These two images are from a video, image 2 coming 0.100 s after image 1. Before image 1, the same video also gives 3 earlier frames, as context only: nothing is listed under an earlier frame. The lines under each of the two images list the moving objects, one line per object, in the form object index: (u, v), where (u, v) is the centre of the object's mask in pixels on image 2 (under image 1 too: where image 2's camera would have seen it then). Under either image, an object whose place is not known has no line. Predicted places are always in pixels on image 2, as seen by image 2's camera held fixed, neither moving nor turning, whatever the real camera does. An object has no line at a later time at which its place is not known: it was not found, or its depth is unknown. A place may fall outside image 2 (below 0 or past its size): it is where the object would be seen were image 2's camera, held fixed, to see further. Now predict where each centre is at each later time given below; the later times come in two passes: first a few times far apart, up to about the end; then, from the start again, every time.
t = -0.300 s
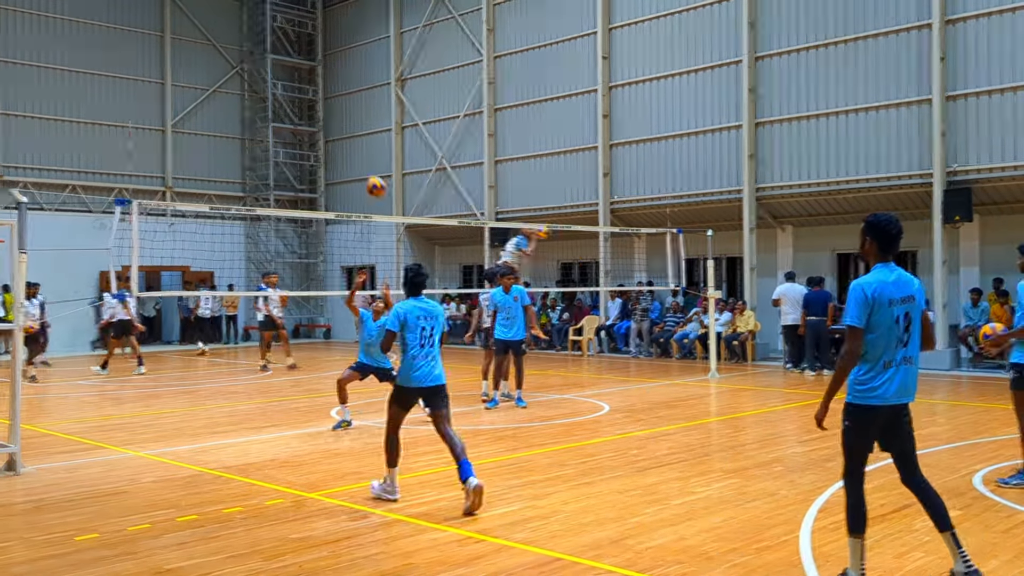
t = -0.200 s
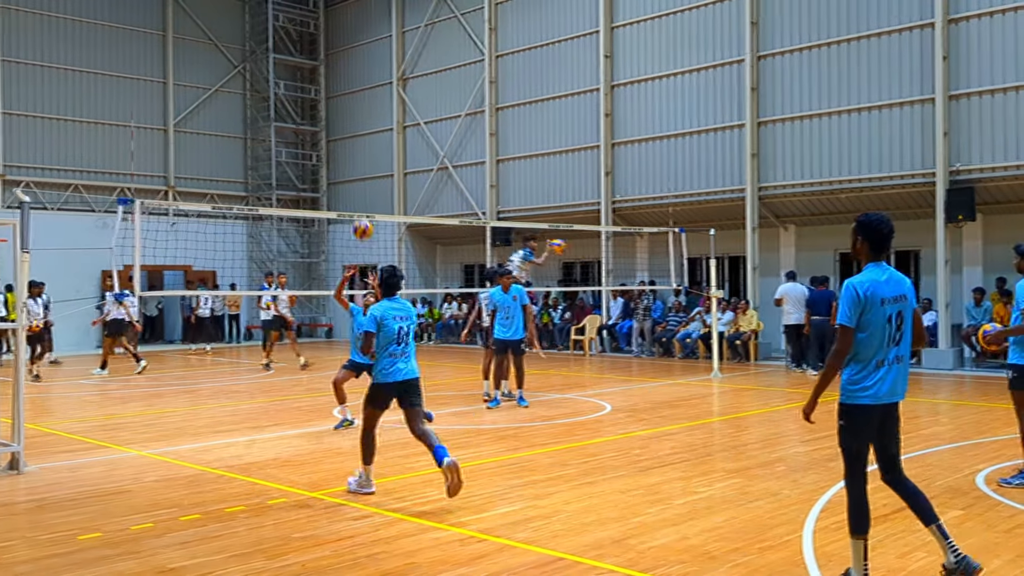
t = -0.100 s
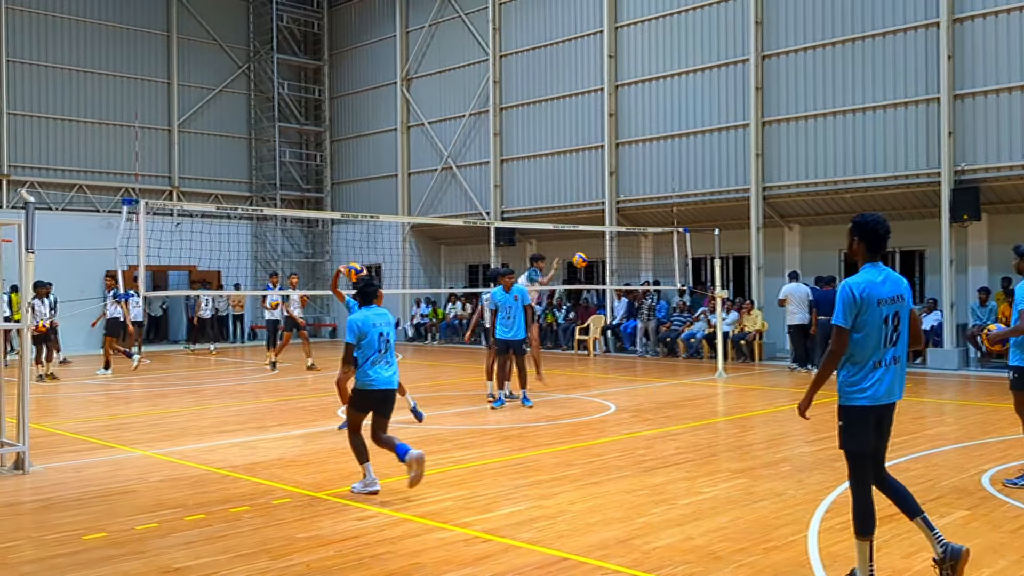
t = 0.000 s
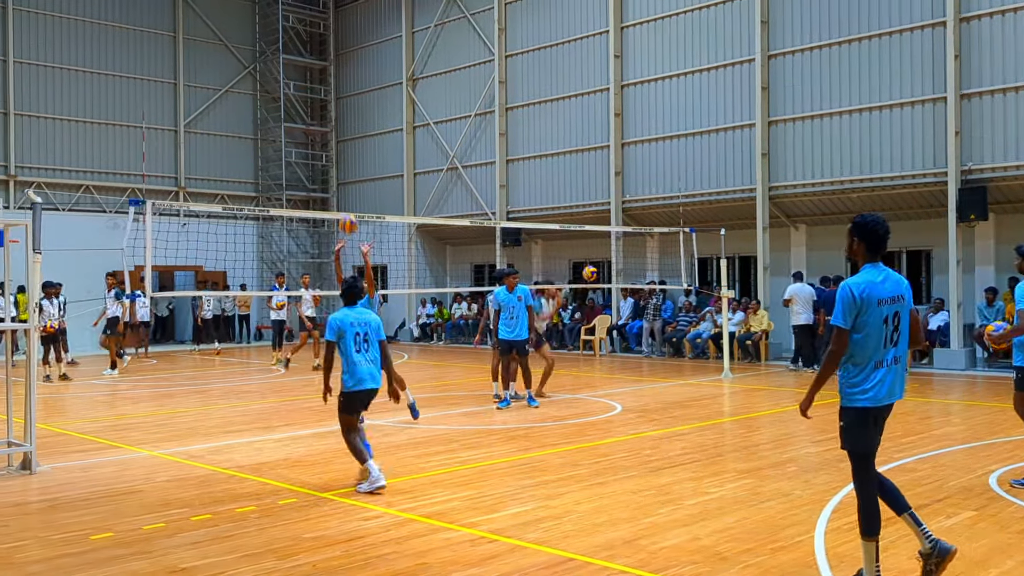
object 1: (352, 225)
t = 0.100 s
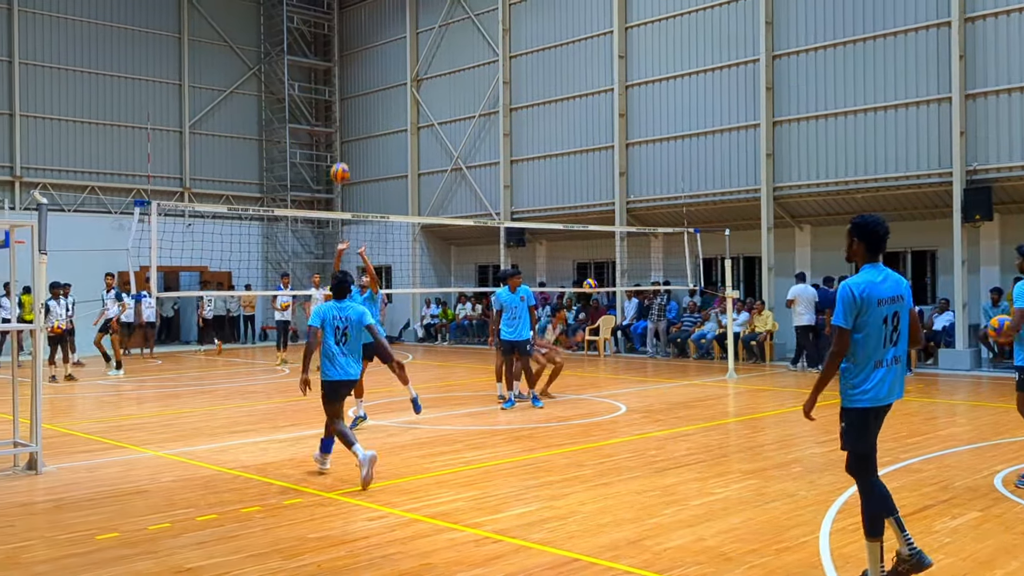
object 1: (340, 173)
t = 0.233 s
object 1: (325, 117)
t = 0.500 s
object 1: (295, 51)
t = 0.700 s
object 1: (272, 45)
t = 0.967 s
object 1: (237, 97)
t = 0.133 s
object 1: (336, 157)
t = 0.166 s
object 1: (332, 143)
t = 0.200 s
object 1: (329, 128)
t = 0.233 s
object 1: (325, 117)
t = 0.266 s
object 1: (322, 106)
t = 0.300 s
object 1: (318, 95)
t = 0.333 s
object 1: (314, 85)
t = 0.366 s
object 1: (311, 76)
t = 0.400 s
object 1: (307, 68)
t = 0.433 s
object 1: (303, 61)
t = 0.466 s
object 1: (299, 55)
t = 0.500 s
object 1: (295, 51)
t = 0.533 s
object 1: (291, 47)
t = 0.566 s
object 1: (287, 44)
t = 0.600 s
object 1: (284, 42)
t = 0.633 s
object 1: (280, 42)
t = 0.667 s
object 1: (276, 42)
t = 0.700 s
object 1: (272, 45)
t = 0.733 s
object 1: (268, 48)
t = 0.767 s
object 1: (264, 51)
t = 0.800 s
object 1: (260, 56)
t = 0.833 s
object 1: (256, 62)
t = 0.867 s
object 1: (251, 69)
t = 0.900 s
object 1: (247, 78)
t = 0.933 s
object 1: (242, 87)
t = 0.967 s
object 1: (237, 97)
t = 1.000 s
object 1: (234, 109)
